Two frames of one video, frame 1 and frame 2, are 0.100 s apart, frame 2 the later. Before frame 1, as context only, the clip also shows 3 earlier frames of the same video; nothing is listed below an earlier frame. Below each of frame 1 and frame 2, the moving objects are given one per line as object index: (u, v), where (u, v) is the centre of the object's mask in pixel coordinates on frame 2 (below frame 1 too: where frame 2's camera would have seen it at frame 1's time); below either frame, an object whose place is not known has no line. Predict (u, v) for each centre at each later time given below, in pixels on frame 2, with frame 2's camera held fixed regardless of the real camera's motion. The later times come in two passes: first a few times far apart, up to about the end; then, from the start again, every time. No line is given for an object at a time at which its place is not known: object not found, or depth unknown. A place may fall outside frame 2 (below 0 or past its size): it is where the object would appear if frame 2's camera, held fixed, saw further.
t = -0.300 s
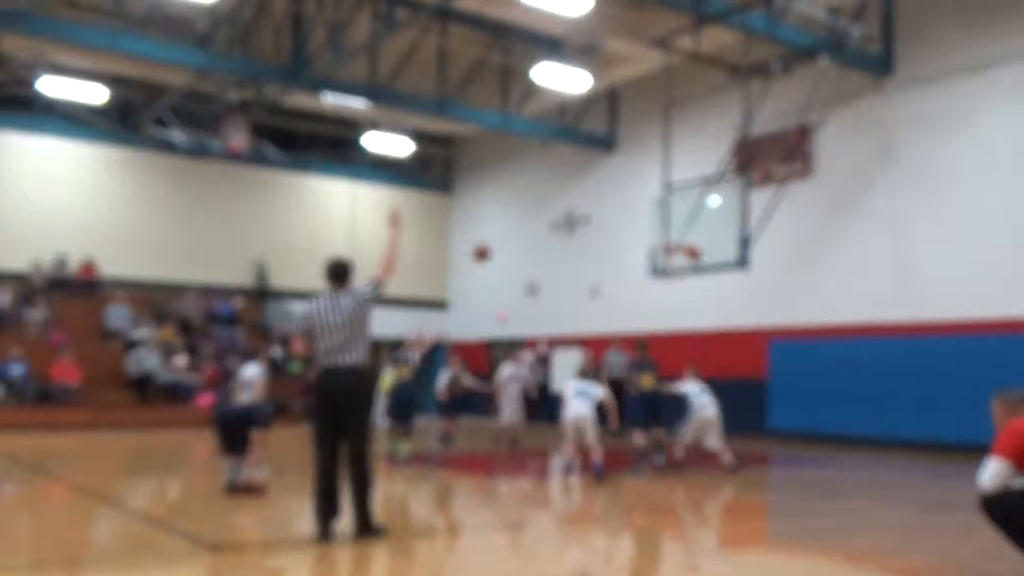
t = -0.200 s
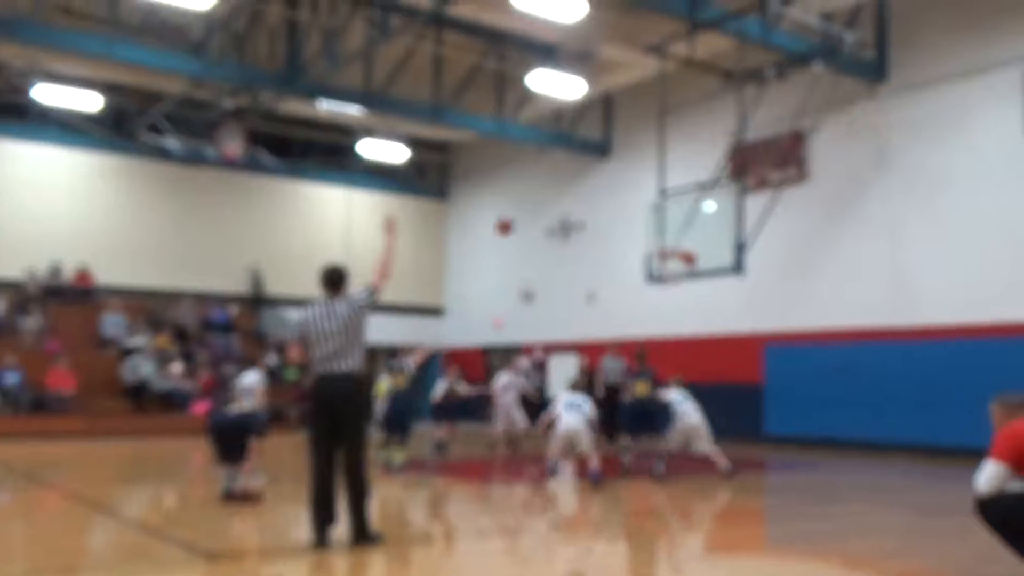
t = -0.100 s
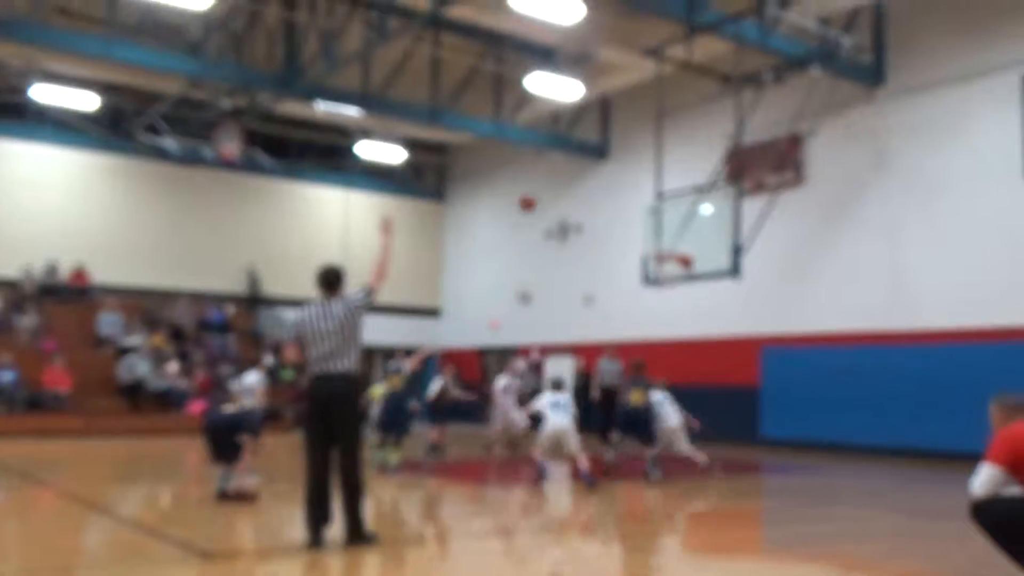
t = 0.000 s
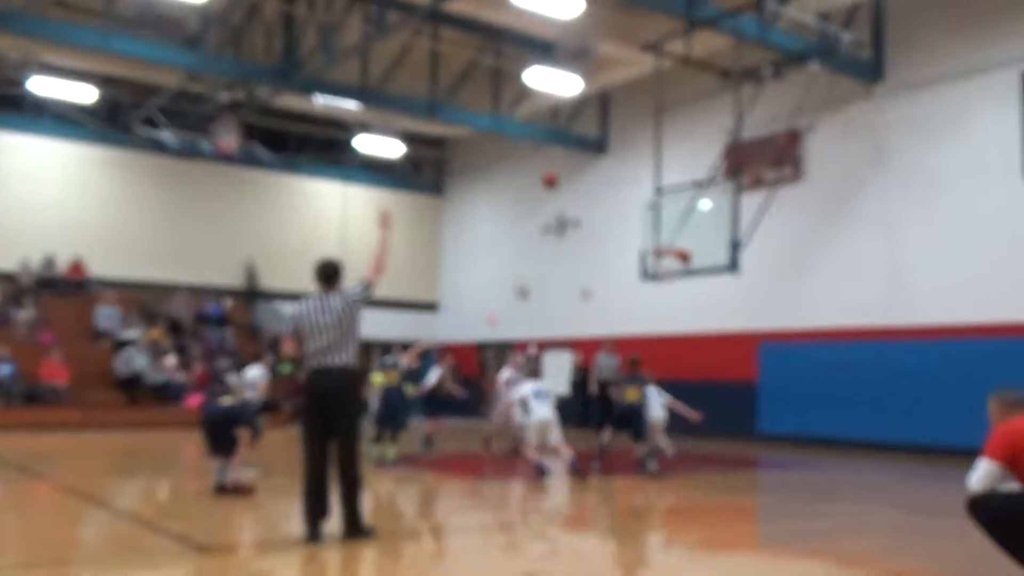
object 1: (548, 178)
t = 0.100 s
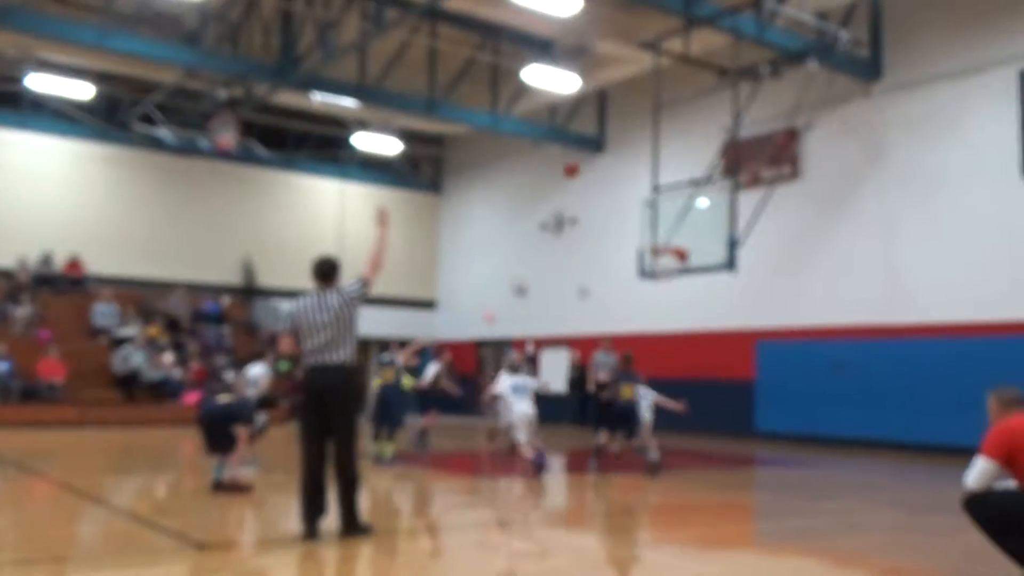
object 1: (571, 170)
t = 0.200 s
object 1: (593, 166)
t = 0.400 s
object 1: (635, 182)
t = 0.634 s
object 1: (680, 231)
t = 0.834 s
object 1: (686, 215)
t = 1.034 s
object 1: (691, 196)
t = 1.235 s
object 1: (695, 204)
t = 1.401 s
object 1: (698, 233)
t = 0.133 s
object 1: (579, 167)
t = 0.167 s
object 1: (586, 166)
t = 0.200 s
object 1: (593, 166)
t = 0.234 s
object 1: (601, 167)
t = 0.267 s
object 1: (607, 169)
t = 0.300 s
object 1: (615, 171)
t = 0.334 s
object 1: (621, 174)
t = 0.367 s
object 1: (628, 178)
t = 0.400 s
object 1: (635, 182)
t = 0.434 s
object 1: (641, 187)
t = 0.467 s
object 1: (649, 193)
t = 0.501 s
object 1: (654, 199)
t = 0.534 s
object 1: (660, 207)
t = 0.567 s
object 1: (668, 215)
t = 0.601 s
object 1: (674, 223)
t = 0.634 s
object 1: (680, 231)
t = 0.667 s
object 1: (686, 240)
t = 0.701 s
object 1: (684, 240)
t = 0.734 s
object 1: (685, 233)
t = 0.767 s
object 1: (685, 226)
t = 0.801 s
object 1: (686, 220)
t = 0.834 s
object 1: (686, 215)
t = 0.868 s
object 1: (687, 211)
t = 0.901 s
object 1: (688, 206)
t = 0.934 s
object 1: (689, 203)
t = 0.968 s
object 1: (689, 199)
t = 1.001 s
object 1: (690, 197)
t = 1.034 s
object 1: (691, 196)
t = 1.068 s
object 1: (691, 195)
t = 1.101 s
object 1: (692, 195)
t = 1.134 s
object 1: (692, 196)
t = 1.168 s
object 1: (693, 198)
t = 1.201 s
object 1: (694, 201)
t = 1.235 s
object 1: (695, 204)
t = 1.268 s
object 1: (695, 208)
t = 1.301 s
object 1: (696, 213)
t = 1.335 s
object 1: (697, 219)
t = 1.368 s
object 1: (697, 225)
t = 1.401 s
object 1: (698, 233)
